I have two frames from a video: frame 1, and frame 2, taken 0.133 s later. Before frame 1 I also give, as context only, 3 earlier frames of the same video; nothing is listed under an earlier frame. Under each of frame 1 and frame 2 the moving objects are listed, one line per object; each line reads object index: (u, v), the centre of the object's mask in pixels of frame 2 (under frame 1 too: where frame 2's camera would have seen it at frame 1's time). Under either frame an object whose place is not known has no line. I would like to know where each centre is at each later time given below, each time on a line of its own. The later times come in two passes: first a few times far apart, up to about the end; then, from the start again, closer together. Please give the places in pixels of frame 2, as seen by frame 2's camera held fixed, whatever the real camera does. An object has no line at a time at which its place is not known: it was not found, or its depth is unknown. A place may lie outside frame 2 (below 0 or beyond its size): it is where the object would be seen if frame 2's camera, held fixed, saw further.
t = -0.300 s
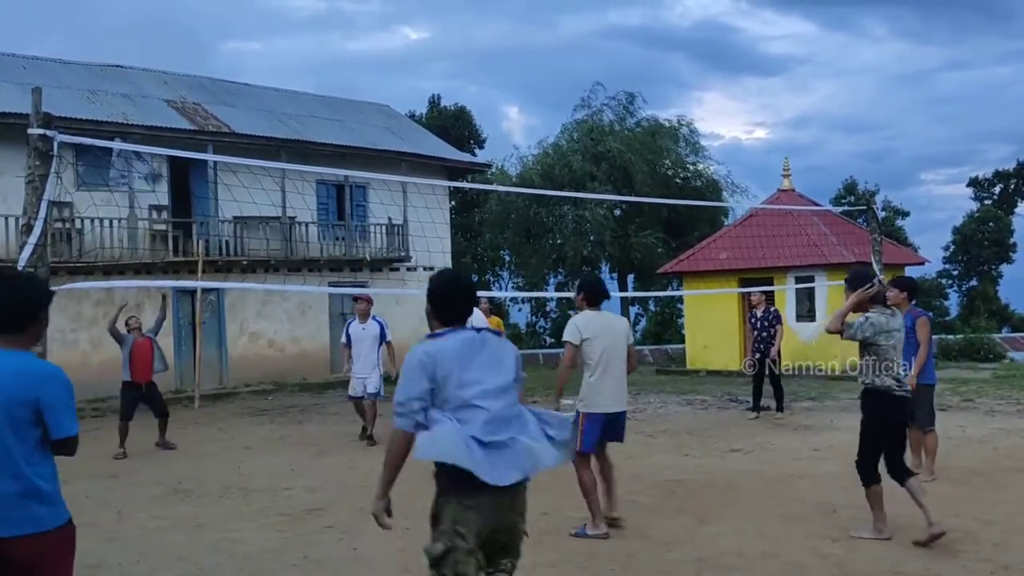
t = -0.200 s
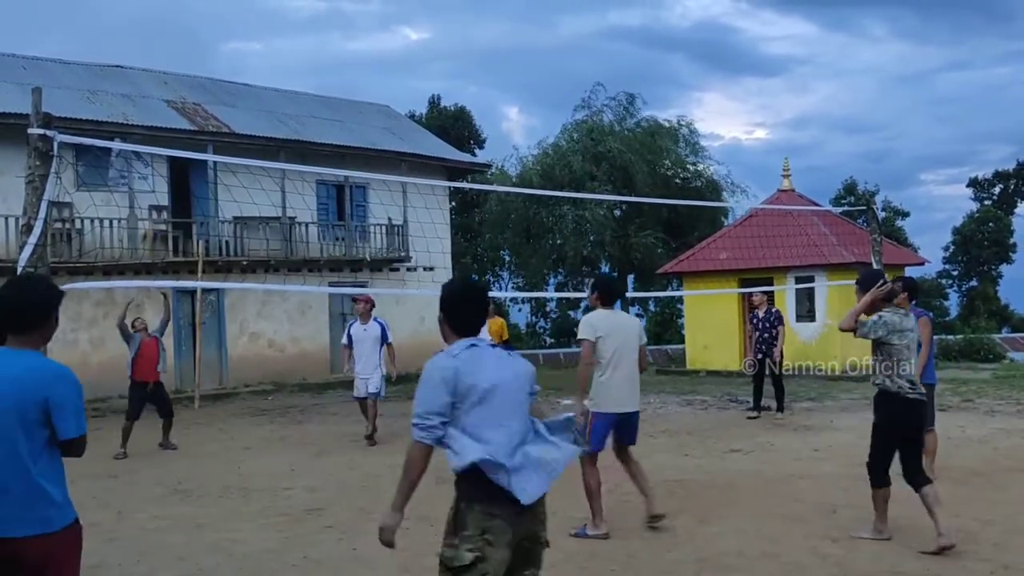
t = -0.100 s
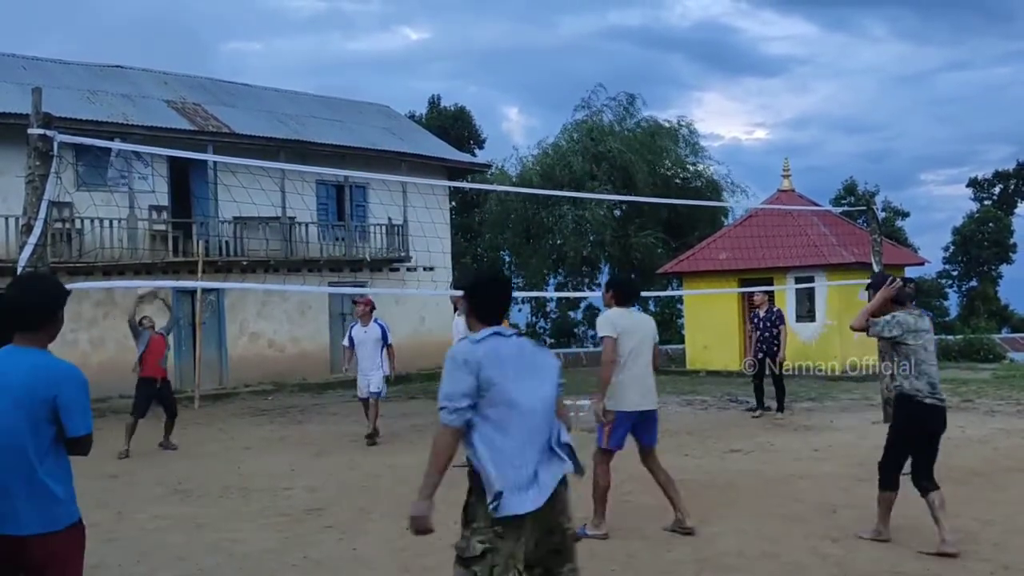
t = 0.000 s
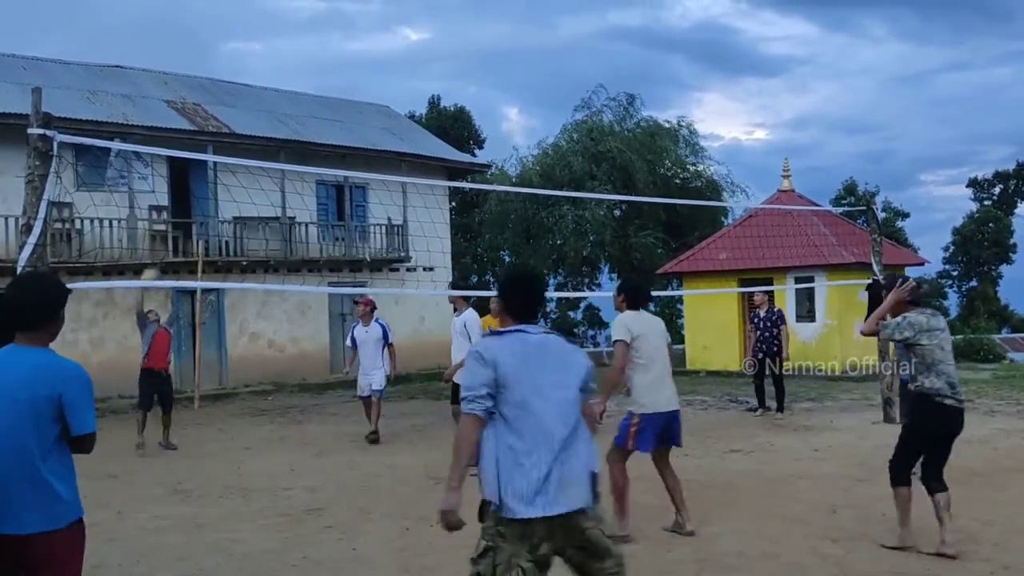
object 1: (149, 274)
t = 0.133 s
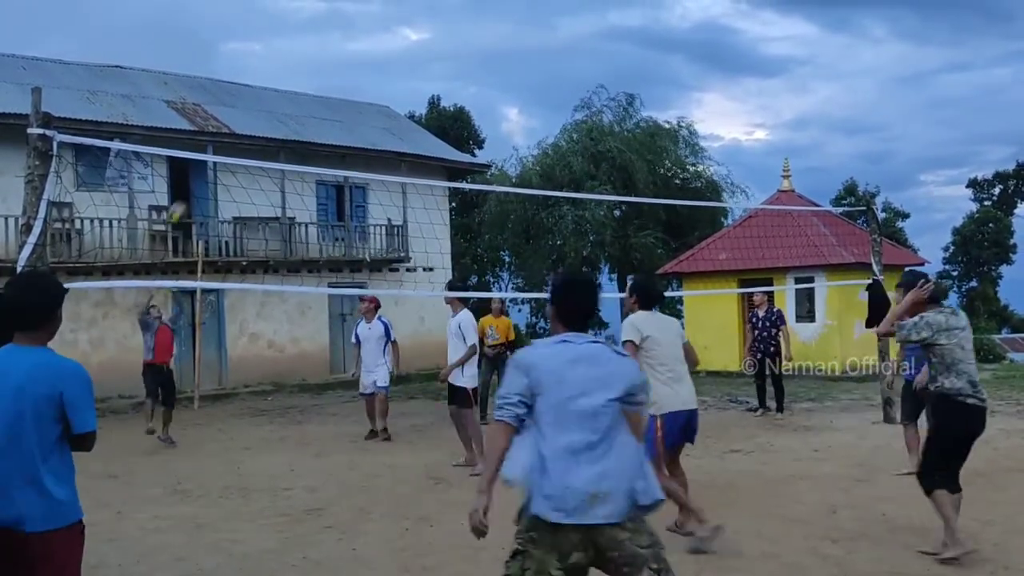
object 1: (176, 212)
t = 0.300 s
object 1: (216, 148)
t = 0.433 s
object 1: (249, 117)
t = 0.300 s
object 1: (216, 148)
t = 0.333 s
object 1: (223, 139)
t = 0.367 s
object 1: (231, 131)
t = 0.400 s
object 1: (241, 124)
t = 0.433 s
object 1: (249, 117)
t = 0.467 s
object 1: (258, 111)
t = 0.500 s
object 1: (266, 105)
